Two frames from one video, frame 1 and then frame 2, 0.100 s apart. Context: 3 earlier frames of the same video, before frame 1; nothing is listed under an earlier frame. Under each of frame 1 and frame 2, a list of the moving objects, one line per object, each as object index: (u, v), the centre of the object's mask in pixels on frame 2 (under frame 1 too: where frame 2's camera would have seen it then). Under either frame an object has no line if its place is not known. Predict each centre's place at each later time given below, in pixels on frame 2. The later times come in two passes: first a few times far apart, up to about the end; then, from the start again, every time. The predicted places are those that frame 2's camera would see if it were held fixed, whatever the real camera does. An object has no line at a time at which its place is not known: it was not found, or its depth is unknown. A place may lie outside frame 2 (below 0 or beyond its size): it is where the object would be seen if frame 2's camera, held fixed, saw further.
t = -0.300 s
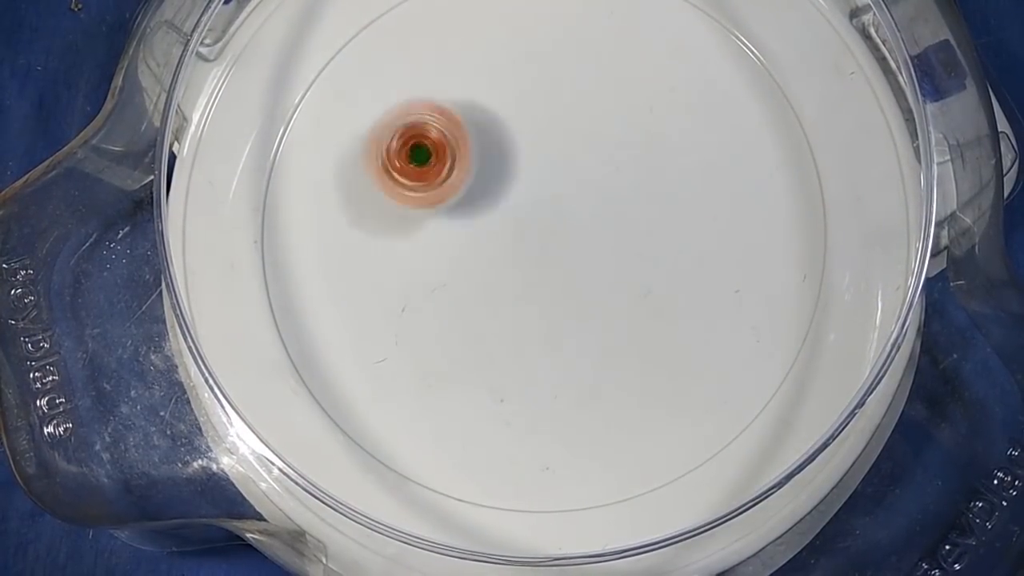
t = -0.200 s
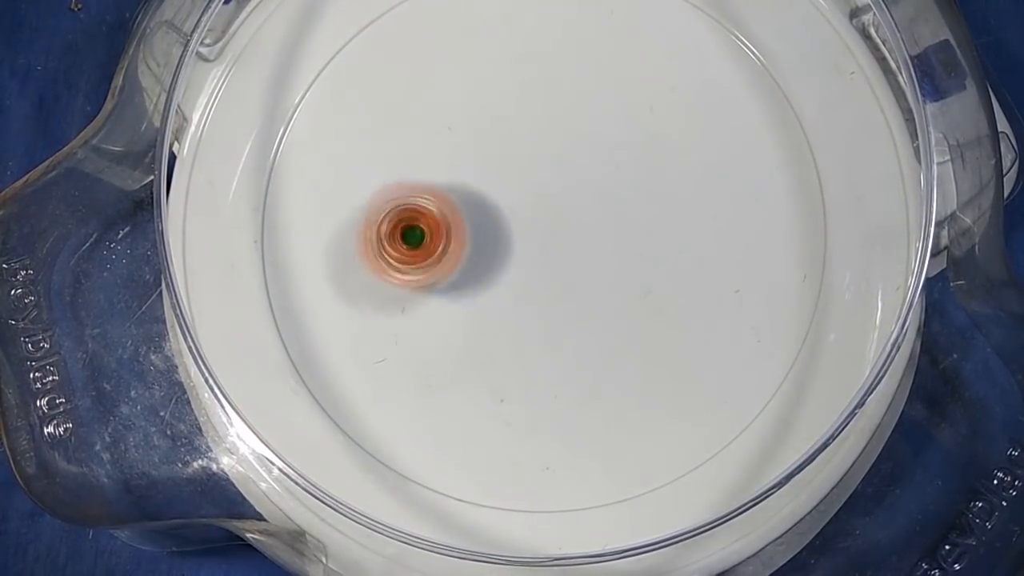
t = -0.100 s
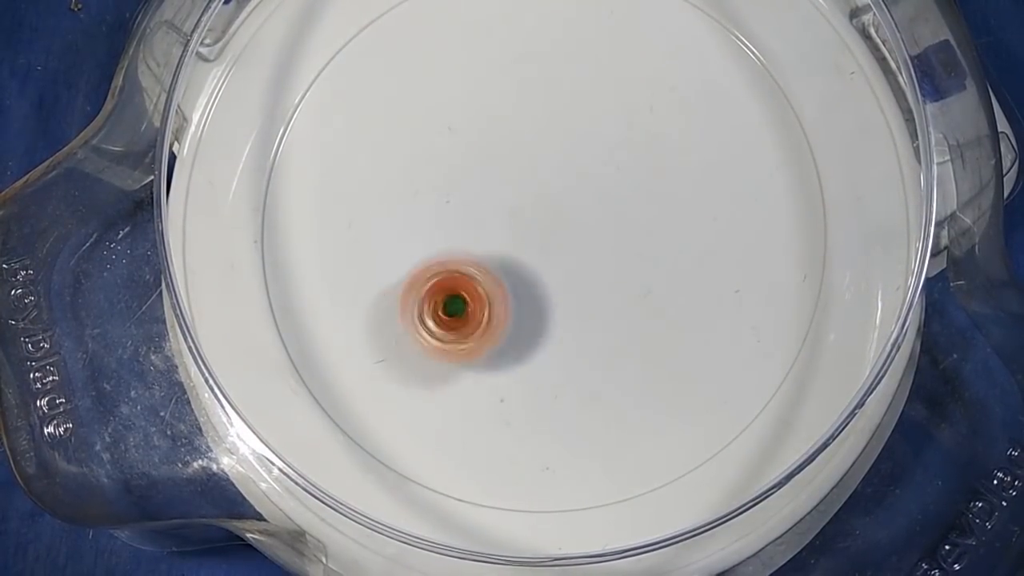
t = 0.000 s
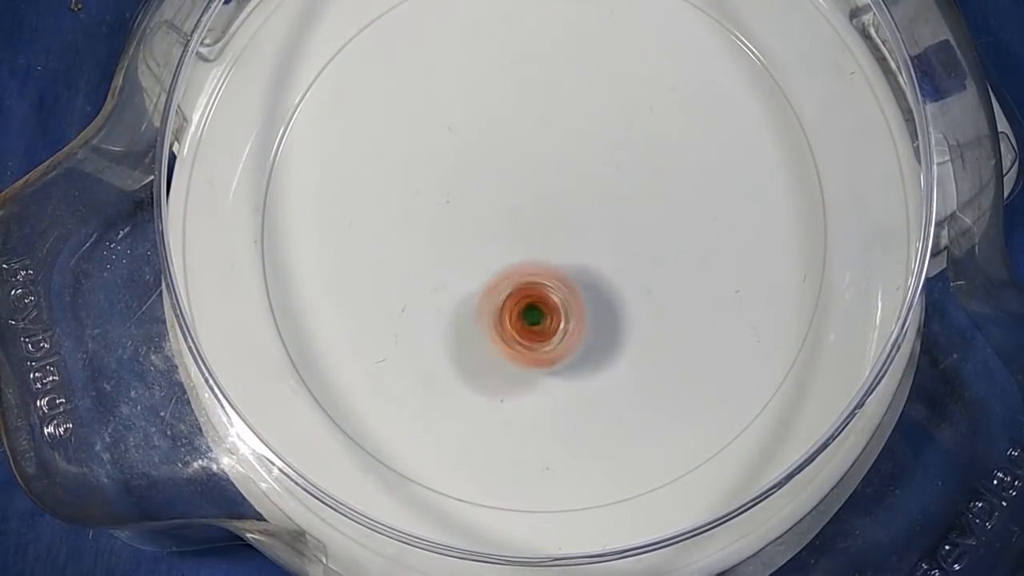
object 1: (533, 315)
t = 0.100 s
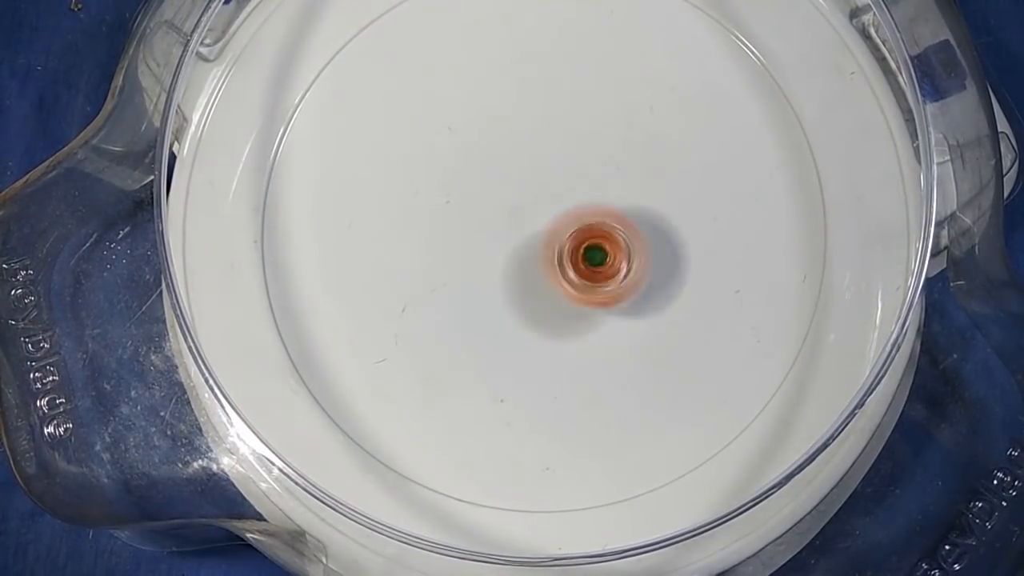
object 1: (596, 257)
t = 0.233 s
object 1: (586, 151)
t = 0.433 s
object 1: (448, 111)
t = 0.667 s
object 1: (435, 252)
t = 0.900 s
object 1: (587, 227)
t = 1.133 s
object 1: (560, 91)
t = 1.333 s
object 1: (444, 137)
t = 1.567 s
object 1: (506, 293)
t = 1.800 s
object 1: (627, 221)
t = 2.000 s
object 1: (554, 121)
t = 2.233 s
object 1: (411, 197)
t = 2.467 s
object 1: (516, 303)
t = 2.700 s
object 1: (599, 170)
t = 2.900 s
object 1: (499, 91)
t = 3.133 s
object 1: (428, 215)
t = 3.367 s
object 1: (571, 265)
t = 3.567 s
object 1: (614, 164)
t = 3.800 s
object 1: (488, 127)
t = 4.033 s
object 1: (448, 244)
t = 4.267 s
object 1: (544, 274)
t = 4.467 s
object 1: (575, 187)
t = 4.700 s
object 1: (498, 124)
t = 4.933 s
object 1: (443, 179)
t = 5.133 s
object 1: (482, 240)
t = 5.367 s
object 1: (556, 240)
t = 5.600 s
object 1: (577, 185)
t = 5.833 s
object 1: (527, 160)
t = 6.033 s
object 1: (479, 176)
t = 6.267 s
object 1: (467, 216)
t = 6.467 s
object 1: (494, 240)
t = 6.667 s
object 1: (526, 238)
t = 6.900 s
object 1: (555, 219)
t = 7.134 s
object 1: (557, 189)
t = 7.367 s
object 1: (541, 172)
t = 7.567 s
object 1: (522, 169)
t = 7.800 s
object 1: (496, 175)
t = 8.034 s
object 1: (485, 184)
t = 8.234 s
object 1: (487, 200)
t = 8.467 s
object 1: (496, 217)
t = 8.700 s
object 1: (508, 223)
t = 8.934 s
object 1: (521, 220)
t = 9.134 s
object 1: (532, 205)
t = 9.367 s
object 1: (531, 182)
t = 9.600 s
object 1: (518, 172)
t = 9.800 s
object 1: (511, 179)
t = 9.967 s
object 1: (498, 188)
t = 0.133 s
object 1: (600, 228)
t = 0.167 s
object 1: (604, 202)
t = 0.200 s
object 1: (595, 177)
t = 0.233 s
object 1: (586, 151)
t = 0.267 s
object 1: (567, 134)
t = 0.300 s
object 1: (546, 116)
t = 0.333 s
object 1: (523, 109)
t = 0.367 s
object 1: (497, 103)
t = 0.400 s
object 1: (474, 105)
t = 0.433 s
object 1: (448, 111)
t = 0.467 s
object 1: (429, 122)
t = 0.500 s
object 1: (410, 140)
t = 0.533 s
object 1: (403, 161)
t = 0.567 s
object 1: (396, 187)
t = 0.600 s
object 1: (403, 211)
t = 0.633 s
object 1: (415, 236)
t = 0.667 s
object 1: (435, 252)
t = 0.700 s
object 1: (452, 267)
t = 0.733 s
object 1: (476, 271)
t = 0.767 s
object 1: (503, 276)
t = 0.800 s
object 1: (526, 270)
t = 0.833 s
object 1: (552, 257)
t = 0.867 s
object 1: (573, 244)
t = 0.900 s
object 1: (587, 227)
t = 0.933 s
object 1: (603, 203)
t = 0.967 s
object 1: (610, 180)
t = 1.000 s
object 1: (608, 158)
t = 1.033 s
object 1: (605, 133)
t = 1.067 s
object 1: (597, 117)
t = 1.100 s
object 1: (578, 102)
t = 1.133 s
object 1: (560, 91)
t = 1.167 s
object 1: (542, 87)
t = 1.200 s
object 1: (516, 87)
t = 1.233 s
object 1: (495, 90)
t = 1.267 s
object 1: (477, 103)
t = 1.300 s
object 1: (456, 118)
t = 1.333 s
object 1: (444, 137)
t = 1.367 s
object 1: (438, 165)
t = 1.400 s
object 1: (435, 191)
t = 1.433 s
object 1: (440, 216)
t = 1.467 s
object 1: (451, 244)
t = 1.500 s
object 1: (465, 264)
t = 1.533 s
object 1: (485, 279)
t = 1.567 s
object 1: (506, 293)
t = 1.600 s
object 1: (529, 296)
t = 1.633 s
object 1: (553, 295)
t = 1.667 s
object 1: (579, 288)
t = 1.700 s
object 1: (599, 280)
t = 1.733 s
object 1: (611, 262)
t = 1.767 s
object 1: (622, 244)
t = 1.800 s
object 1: (627, 221)
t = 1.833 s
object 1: (628, 200)
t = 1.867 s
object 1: (623, 180)
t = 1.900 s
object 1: (607, 161)
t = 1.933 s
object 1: (595, 145)
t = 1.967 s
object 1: (576, 131)
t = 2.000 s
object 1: (554, 121)
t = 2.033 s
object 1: (531, 117)
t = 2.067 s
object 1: (500, 119)
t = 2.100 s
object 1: (477, 124)
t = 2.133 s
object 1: (453, 135)
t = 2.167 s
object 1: (436, 151)
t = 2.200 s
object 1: (422, 176)
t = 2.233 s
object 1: (411, 197)
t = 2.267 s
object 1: (410, 222)
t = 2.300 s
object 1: (415, 245)
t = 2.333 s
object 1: (429, 269)
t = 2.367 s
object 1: (445, 289)
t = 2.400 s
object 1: (467, 301)
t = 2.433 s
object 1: (491, 306)
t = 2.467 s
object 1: (516, 303)
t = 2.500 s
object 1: (541, 293)
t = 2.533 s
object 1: (566, 280)
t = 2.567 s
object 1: (584, 263)
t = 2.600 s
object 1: (596, 243)
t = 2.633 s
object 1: (603, 219)
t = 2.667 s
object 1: (602, 193)
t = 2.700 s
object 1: (599, 170)
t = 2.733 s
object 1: (592, 148)
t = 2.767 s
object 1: (580, 127)
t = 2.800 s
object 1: (563, 111)
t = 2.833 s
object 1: (540, 100)
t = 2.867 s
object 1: (520, 93)
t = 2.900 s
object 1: (499, 91)
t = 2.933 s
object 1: (477, 94)
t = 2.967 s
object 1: (458, 107)
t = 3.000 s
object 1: (440, 125)
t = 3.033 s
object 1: (426, 146)
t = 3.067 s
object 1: (421, 168)
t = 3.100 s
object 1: (422, 192)
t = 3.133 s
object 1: (428, 215)
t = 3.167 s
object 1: (440, 236)
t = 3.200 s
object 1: (457, 252)
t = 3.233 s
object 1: (479, 265)
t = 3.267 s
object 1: (503, 273)
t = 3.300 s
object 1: (526, 276)
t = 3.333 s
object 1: (549, 273)
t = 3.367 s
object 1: (571, 265)
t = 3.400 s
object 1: (588, 254)
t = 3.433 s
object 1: (602, 240)
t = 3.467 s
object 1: (612, 222)
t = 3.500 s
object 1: (617, 202)
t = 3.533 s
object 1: (618, 183)
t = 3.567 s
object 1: (614, 164)
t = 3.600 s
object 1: (604, 146)
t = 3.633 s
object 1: (589, 133)
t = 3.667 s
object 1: (571, 123)
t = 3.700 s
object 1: (550, 116)
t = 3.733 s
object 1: (528, 116)
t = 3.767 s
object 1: (508, 119)
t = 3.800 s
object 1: (488, 127)
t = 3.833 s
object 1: (469, 139)
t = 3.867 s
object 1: (456, 154)
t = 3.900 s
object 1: (444, 170)
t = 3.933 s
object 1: (439, 189)
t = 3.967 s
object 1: (437, 208)
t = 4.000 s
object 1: (440, 227)
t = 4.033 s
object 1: (448, 244)
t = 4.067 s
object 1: (456, 260)
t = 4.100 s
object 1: (468, 273)
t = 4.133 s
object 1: (481, 281)
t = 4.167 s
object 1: (497, 286)
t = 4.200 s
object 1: (513, 285)
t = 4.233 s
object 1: (529, 281)
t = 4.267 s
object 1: (544, 274)
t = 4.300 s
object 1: (557, 263)
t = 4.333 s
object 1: (569, 251)
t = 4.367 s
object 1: (577, 236)
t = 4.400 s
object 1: (580, 218)
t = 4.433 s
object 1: (579, 202)
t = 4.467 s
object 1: (575, 187)
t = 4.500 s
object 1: (569, 174)
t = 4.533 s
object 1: (560, 160)
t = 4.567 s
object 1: (549, 148)
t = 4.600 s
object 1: (542, 140)
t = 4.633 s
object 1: (530, 133)
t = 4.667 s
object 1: (515, 126)
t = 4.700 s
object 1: (498, 124)
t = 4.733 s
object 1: (485, 128)
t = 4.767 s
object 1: (473, 130)
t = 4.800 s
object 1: (461, 139)
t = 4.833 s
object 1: (455, 149)
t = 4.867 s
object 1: (452, 159)
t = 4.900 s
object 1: (448, 170)
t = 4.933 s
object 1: (443, 179)
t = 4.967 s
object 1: (445, 193)
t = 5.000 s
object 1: (448, 206)
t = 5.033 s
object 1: (453, 216)
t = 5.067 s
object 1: (461, 229)
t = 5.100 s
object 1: (472, 235)
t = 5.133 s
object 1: (482, 240)
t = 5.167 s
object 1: (490, 247)
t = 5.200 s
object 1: (504, 253)
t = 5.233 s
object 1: (516, 252)
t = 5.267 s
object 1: (530, 252)
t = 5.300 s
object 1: (542, 246)
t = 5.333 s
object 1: (546, 243)
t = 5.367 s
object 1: (556, 240)
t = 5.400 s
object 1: (563, 234)
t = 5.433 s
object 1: (573, 227)
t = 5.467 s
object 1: (576, 215)
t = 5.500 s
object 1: (576, 211)
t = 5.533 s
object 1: (575, 203)
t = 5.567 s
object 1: (578, 195)
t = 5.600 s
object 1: (577, 185)
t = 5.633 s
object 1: (570, 180)
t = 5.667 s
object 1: (564, 175)
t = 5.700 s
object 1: (560, 169)
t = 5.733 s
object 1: (553, 162)
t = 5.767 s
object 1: (542, 159)
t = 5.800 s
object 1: (534, 160)
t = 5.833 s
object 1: (527, 160)
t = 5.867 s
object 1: (520, 157)
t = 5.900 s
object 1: (507, 159)
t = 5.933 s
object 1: (499, 165)
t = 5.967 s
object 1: (495, 168)
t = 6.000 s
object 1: (488, 169)
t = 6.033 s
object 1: (479, 176)
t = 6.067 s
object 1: (474, 182)
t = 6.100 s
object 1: (477, 190)
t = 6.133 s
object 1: (466, 192)
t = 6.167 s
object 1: (464, 199)
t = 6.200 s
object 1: (464, 205)
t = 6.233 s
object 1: (470, 210)
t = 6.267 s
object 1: (467, 216)
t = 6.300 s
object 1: (471, 225)
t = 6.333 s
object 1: (477, 230)
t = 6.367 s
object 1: (480, 236)
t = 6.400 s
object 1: (486, 239)
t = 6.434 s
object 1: (490, 235)
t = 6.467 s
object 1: (494, 240)
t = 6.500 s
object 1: (500, 243)
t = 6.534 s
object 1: (509, 242)
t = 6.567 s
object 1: (510, 242)
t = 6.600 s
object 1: (514, 242)
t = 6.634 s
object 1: (524, 240)
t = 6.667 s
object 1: (526, 238)
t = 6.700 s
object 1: (531, 239)
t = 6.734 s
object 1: (541, 234)
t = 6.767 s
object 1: (540, 232)
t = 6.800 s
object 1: (545, 230)
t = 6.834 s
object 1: (553, 225)
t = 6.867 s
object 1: (552, 221)
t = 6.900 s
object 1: (555, 219)
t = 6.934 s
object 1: (561, 212)
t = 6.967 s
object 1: (557, 210)
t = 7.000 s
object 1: (560, 208)
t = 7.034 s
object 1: (562, 201)
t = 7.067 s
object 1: (559, 200)
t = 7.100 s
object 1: (563, 198)
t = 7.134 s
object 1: (557, 189)
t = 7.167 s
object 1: (556, 191)
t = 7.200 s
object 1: (558, 187)
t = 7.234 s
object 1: (552, 179)
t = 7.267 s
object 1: (550, 181)
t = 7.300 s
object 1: (553, 176)
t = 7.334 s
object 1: (548, 173)
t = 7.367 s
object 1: (541, 172)
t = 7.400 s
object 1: (541, 168)
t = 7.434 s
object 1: (534, 168)
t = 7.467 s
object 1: (532, 170)
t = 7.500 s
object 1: (526, 163)
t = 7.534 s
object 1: (521, 170)
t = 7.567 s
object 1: (522, 169)
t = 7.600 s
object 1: (513, 166)
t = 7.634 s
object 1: (511, 169)
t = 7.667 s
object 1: (512, 168)
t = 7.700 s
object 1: (504, 170)
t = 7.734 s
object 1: (503, 173)
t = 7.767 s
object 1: (496, 168)
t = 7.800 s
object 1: (496, 175)
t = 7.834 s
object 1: (498, 174)
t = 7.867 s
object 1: (491, 176)
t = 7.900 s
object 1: (490, 179)
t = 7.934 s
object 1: (490, 176)
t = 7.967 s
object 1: (487, 183)
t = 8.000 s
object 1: (491, 185)
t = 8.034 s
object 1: (485, 184)
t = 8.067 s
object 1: (485, 188)
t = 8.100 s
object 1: (487, 187)
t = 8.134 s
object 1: (484, 194)
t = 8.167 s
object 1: (489, 198)
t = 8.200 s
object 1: (485, 196)
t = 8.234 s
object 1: (487, 200)
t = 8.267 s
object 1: (489, 200)
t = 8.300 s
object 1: (487, 206)
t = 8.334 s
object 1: (494, 208)
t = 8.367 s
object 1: (490, 207)
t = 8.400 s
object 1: (493, 211)
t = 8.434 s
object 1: (496, 210)
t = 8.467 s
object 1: (496, 217)
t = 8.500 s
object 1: (502, 217)
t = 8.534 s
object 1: (499, 218)
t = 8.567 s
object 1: (502, 221)
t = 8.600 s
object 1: (503, 216)
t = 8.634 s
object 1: (506, 224)
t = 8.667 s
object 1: (511, 220)
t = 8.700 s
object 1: (508, 223)
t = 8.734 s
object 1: (514, 224)
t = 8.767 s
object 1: (510, 221)
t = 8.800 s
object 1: (512, 223)
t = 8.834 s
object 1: (515, 219)
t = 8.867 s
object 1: (515, 224)
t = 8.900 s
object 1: (522, 218)
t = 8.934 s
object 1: (521, 220)
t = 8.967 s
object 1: (525, 222)
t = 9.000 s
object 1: (521, 215)
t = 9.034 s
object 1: (525, 215)
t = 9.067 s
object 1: (527, 207)
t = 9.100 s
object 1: (527, 212)
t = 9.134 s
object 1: (532, 205)
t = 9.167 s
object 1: (528, 204)
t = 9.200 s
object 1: (535, 202)
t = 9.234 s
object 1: (530, 196)
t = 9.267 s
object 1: (532, 195)
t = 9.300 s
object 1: (530, 186)
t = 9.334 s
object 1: (530, 189)
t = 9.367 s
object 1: (531, 182)
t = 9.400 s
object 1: (527, 185)
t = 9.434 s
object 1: (532, 180)
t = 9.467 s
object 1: (524, 179)
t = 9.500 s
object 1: (528, 179)
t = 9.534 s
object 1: (522, 176)
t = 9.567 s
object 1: (522, 177)
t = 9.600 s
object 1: (518, 172)
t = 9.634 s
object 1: (517, 176)
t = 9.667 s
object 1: (515, 172)
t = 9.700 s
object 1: (513, 178)
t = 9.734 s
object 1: (515, 175)
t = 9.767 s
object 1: (508, 180)
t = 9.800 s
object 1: (511, 179)
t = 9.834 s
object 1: (505, 181)
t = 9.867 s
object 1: (507, 185)
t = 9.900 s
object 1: (501, 185)
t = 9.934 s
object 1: (500, 190)
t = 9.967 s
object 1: (498, 188)
